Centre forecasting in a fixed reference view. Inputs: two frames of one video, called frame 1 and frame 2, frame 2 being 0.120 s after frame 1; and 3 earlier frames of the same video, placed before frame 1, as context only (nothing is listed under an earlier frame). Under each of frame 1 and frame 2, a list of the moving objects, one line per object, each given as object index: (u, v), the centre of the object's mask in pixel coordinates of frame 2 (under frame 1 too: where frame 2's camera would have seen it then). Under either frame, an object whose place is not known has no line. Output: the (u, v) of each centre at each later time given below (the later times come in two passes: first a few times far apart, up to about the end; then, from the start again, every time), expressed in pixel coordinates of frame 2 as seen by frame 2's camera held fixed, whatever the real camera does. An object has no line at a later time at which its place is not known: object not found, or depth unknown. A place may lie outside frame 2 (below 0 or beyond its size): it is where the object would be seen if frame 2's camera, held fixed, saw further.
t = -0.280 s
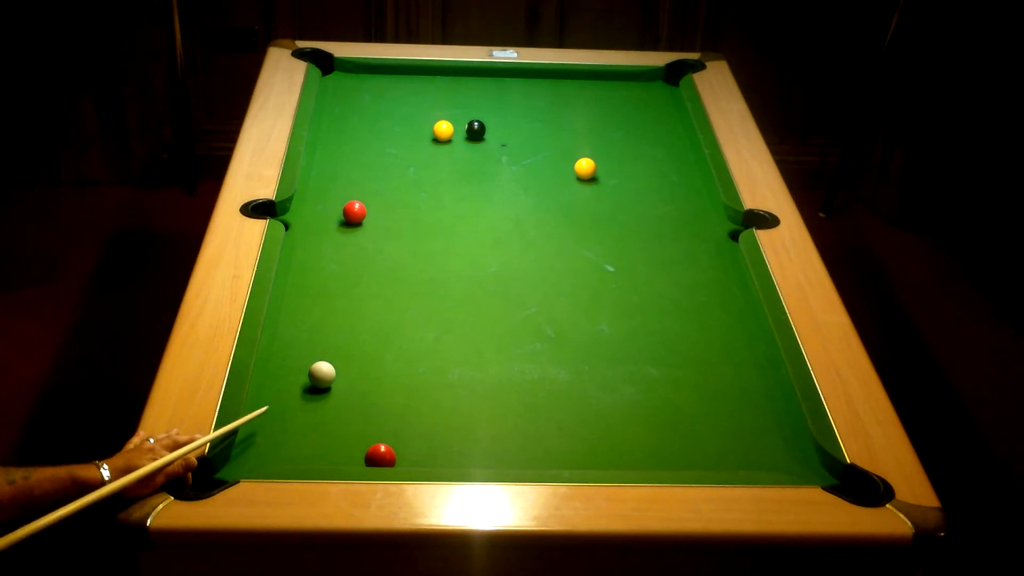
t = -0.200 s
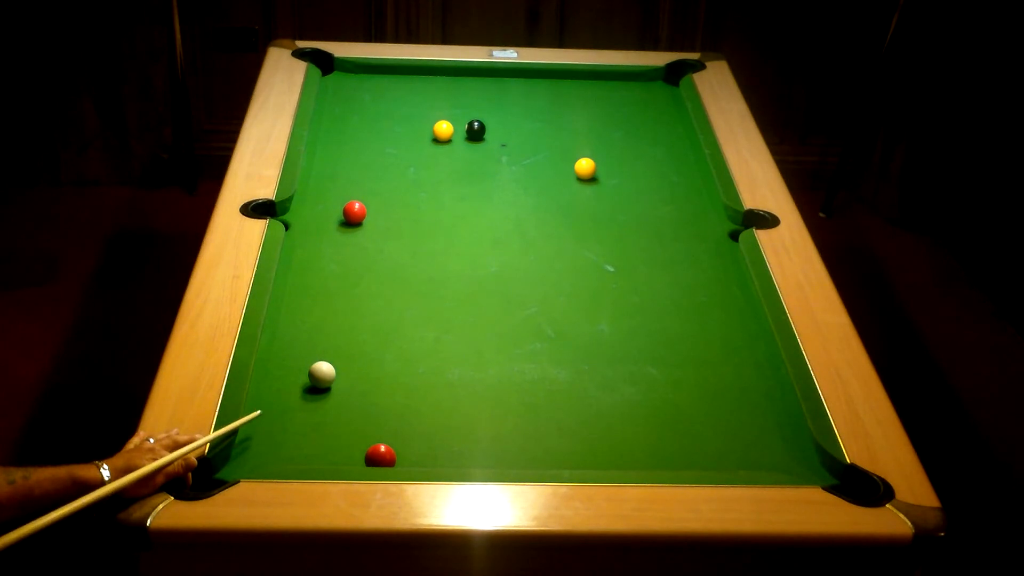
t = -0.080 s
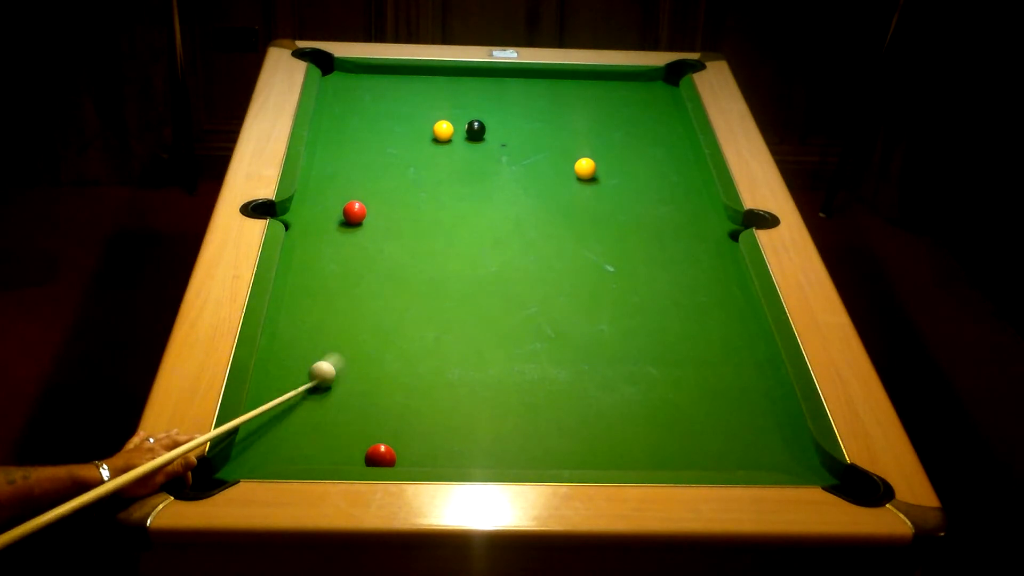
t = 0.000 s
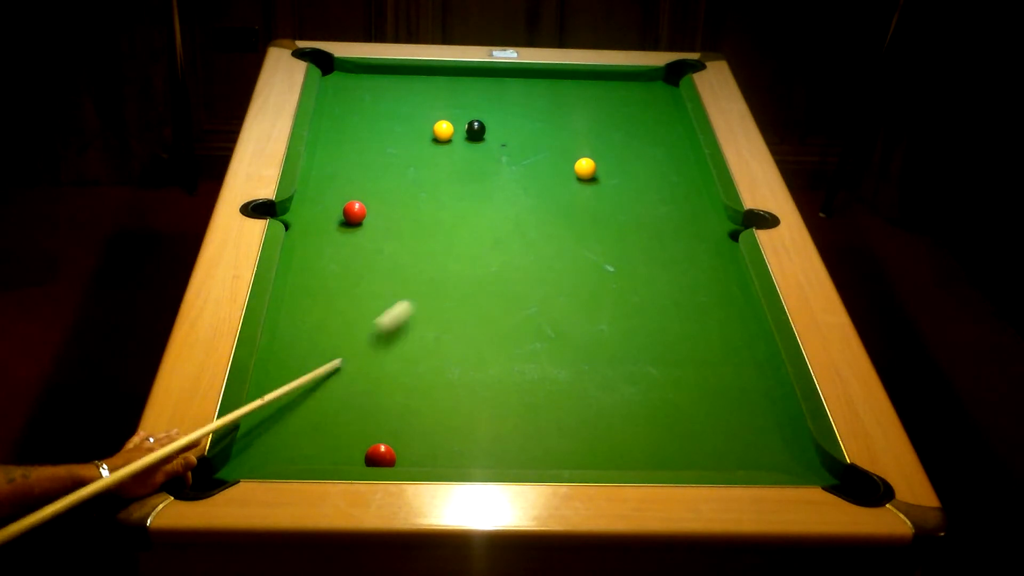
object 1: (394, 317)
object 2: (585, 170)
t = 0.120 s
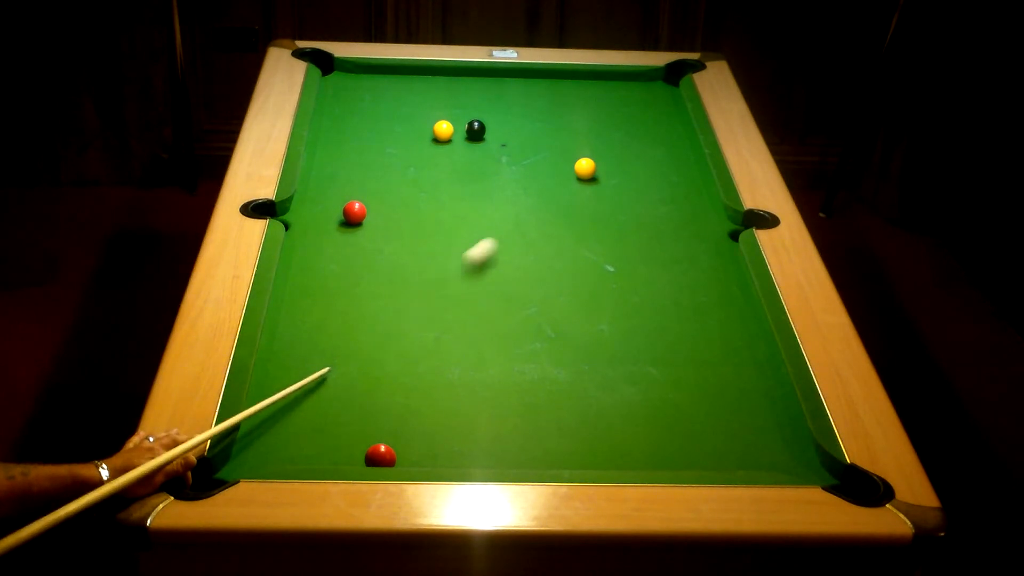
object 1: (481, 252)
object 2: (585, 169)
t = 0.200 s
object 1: (526, 218)
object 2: (585, 169)
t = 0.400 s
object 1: (593, 179)
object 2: (596, 150)
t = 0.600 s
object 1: (623, 180)
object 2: (618, 115)
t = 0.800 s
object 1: (651, 181)
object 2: (635, 87)
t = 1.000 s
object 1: (676, 182)
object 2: (665, 89)
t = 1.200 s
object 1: (699, 183)
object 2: (657, 104)
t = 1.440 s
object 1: (690, 183)
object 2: (637, 122)
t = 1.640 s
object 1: (677, 182)
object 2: (619, 137)
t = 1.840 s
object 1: (666, 182)
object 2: (601, 152)
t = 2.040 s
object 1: (656, 181)
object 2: (583, 167)
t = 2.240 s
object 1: (648, 181)
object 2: (565, 183)
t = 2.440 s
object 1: (641, 181)
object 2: (547, 199)
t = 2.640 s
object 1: (636, 181)
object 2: (529, 215)
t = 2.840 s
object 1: (633, 181)
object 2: (510, 231)
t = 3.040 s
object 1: (631, 181)
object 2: (492, 247)
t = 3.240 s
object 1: (631, 181)
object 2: (473, 263)
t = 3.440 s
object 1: (631, 181)
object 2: (455, 278)
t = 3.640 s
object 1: (631, 181)
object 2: (437, 293)
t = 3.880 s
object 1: (631, 181)
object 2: (415, 311)
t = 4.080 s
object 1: (631, 181)
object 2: (398, 326)
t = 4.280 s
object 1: (631, 181)
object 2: (380, 340)
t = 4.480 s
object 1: (631, 181)
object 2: (364, 353)
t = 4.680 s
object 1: (631, 181)
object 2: (348, 366)
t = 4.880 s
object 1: (631, 181)
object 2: (333, 377)
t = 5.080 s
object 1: (631, 181)
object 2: (320, 388)
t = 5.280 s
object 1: (631, 181)
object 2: (307, 398)
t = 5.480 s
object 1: (631, 181)
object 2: (294, 406)
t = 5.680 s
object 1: (631, 181)
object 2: (283, 414)
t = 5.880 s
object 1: (631, 181)
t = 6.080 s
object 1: (631, 181)
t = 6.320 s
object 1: (631, 181)
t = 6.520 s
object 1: (631, 181)
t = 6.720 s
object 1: (631, 181)
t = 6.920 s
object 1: (631, 181)
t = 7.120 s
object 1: (631, 181)
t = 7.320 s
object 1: (631, 181)
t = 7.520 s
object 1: (631, 181)
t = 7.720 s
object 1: (631, 181)
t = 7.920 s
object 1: (631, 181)
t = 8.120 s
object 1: (631, 181)
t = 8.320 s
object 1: (631, 181)
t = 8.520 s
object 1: (631, 181)
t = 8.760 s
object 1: (631, 181)
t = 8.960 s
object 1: (631, 181)
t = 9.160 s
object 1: (631, 181)
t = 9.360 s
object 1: (631, 181)
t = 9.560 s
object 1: (631, 181)
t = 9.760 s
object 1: (631, 181)
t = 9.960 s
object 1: (631, 181)
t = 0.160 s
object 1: (505, 234)
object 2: (585, 169)
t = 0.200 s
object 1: (526, 218)
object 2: (585, 169)
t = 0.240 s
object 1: (546, 203)
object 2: (585, 170)
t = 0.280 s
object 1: (563, 190)
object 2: (585, 169)
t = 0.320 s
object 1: (578, 179)
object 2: (587, 165)
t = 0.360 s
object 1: (587, 178)
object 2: (591, 158)
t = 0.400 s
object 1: (593, 179)
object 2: (596, 150)
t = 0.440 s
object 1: (599, 179)
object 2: (601, 142)
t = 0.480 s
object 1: (606, 180)
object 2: (606, 135)
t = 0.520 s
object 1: (611, 180)
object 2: (610, 128)
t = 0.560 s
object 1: (617, 180)
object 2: (614, 122)
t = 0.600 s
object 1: (623, 180)
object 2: (618, 115)
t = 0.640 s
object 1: (629, 180)
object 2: (621, 110)
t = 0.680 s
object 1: (634, 181)
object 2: (625, 104)
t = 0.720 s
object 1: (640, 181)
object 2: (628, 98)
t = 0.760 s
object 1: (646, 181)
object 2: (632, 92)
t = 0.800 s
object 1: (651, 181)
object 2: (635, 87)
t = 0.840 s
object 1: (656, 182)
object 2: (638, 81)
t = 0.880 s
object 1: (661, 182)
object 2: (642, 78)
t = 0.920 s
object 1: (666, 182)
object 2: (650, 81)
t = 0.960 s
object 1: (671, 182)
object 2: (657, 85)
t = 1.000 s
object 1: (676, 182)
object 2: (665, 89)
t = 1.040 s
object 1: (681, 183)
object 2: (670, 92)
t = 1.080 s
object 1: (686, 183)
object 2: (667, 95)
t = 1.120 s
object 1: (690, 183)
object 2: (664, 98)
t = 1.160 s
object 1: (695, 183)
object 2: (660, 101)
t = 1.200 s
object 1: (699, 183)
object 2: (657, 104)
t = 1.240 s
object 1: (704, 183)
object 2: (653, 107)
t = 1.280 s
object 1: (702, 183)
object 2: (650, 110)
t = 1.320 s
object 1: (699, 183)
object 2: (647, 113)
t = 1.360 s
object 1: (696, 183)
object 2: (644, 116)
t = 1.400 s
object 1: (693, 183)
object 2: (640, 119)
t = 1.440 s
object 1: (690, 183)
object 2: (637, 122)
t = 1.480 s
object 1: (688, 183)
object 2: (633, 125)
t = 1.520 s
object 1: (685, 183)
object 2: (630, 128)
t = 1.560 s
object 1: (682, 183)
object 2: (626, 131)
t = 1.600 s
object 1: (680, 182)
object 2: (623, 134)
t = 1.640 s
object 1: (677, 182)
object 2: (619, 137)
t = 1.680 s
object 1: (675, 182)
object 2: (616, 140)
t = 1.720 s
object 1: (672, 182)
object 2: (612, 143)
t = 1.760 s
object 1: (670, 182)
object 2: (609, 146)
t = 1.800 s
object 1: (668, 182)
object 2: (605, 149)
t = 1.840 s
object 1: (666, 182)
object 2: (601, 152)
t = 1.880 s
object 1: (664, 182)
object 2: (598, 155)
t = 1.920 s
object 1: (662, 182)
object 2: (594, 158)
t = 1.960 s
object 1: (659, 182)
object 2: (591, 161)
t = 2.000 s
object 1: (658, 181)
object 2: (587, 164)
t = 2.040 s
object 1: (656, 181)
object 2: (583, 167)
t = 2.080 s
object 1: (654, 181)
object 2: (580, 170)
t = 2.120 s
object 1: (652, 181)
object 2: (576, 174)
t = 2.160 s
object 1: (651, 181)
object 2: (573, 177)
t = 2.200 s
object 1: (649, 181)
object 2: (569, 180)
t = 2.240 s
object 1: (648, 181)
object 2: (565, 183)
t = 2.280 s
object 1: (646, 181)
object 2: (561, 186)
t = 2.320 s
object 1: (645, 181)
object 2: (558, 189)
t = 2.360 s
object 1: (643, 181)
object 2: (554, 193)
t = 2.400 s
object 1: (642, 181)
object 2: (551, 196)
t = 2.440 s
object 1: (641, 181)
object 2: (547, 199)
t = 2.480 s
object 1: (640, 181)
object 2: (543, 202)
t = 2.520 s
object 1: (639, 181)
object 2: (540, 205)
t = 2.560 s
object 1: (638, 181)
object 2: (536, 208)
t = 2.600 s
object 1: (637, 181)
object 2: (532, 212)
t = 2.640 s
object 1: (636, 181)
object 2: (529, 215)
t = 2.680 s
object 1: (636, 181)
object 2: (525, 218)
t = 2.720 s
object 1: (635, 181)
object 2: (521, 221)
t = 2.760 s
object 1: (634, 181)
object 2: (518, 224)
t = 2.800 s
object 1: (633, 181)
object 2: (514, 228)
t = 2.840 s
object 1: (633, 181)
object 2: (510, 231)
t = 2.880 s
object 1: (632, 181)
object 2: (506, 234)
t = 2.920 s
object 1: (632, 181)
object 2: (503, 237)
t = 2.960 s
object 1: (632, 181)
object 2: (499, 240)
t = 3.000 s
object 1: (632, 181)
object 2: (496, 244)
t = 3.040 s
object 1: (631, 181)
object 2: (492, 247)
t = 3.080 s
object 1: (631, 181)
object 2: (488, 250)
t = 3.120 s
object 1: (631, 181)
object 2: (484, 253)
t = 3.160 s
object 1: (631, 181)
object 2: (481, 256)
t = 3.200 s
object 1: (631, 181)
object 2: (477, 259)
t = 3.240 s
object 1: (631, 181)
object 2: (473, 263)
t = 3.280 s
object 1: (631, 181)
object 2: (470, 266)
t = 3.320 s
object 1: (631, 181)
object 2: (466, 269)
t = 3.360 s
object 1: (631, 181)
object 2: (462, 272)
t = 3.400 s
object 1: (631, 181)
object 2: (459, 275)
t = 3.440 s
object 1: (631, 181)
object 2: (455, 278)
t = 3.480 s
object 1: (631, 181)
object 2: (451, 281)
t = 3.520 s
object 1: (631, 181)
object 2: (447, 284)
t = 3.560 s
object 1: (631, 181)
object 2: (444, 287)
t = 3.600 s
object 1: (631, 181)
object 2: (440, 290)
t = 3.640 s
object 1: (631, 181)
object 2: (437, 293)
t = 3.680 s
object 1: (631, 181)
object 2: (433, 296)
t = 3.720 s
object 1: (631, 181)
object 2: (429, 299)
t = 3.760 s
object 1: (631, 181)
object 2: (426, 302)
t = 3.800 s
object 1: (631, 181)
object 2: (422, 305)
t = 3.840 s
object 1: (631, 181)
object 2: (419, 308)
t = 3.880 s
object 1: (631, 181)
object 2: (415, 311)
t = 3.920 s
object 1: (631, 181)
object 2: (412, 314)
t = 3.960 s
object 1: (631, 181)
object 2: (408, 317)
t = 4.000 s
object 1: (631, 181)
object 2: (405, 320)
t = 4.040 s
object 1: (631, 181)
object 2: (401, 323)
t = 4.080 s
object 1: (631, 181)
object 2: (398, 326)
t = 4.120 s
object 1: (631, 181)
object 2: (394, 329)
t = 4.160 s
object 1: (631, 181)
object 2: (390, 331)
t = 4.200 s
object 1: (631, 181)
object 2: (387, 335)
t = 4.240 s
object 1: (631, 181)
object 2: (384, 337)
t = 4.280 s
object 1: (631, 181)
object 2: (380, 340)
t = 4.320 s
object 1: (631, 181)
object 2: (377, 343)
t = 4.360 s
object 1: (631, 181)
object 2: (373, 345)
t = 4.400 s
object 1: (631, 181)
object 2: (370, 348)
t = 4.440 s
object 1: (631, 181)
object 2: (367, 350)
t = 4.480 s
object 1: (631, 181)
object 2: (364, 353)
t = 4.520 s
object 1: (631, 181)
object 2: (360, 355)
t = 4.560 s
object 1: (631, 181)
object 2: (357, 358)
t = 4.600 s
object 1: (631, 181)
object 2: (354, 361)
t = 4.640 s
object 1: (631, 181)
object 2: (351, 363)
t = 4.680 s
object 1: (631, 181)
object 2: (348, 366)
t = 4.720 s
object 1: (631, 181)
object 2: (345, 368)
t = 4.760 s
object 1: (631, 181)
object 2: (342, 370)
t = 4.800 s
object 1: (631, 181)
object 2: (339, 373)
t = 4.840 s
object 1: (631, 181)
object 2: (336, 375)
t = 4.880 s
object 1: (631, 181)
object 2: (333, 377)
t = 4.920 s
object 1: (631, 181)
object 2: (331, 379)
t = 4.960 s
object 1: (631, 181)
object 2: (328, 382)
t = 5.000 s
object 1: (631, 181)
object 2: (325, 384)
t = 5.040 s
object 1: (631, 181)
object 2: (322, 386)
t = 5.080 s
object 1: (631, 181)
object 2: (320, 388)
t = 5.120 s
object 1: (631, 181)
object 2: (317, 390)
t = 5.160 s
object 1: (631, 181)
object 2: (314, 392)
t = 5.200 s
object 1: (631, 181)
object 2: (312, 394)
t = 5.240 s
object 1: (631, 181)
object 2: (309, 396)
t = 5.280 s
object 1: (631, 181)
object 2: (307, 398)
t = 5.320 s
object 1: (631, 181)
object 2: (304, 400)
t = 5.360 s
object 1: (631, 181)
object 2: (302, 401)
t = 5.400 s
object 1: (631, 181)
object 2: (299, 403)
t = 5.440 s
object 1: (631, 181)
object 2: (297, 405)
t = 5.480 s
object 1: (631, 181)
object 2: (294, 406)
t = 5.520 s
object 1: (631, 181)
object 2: (292, 408)
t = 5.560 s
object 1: (631, 181)
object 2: (290, 409)
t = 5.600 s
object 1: (631, 181)
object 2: (288, 411)
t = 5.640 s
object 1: (631, 181)
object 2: (285, 412)
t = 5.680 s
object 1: (631, 181)
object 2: (283, 414)
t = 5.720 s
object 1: (631, 181)
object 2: (281, 415)
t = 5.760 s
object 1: (631, 181)
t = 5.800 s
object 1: (631, 181)
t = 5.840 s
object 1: (631, 181)
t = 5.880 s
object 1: (631, 181)
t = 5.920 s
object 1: (631, 181)
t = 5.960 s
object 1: (631, 181)
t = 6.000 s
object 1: (631, 181)
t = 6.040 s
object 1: (631, 181)
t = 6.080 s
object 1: (631, 181)
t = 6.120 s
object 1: (631, 181)
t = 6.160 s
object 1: (631, 181)
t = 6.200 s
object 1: (631, 181)
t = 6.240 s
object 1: (631, 181)
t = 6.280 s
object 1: (631, 181)
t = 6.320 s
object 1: (631, 181)
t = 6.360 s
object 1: (631, 181)
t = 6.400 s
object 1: (631, 181)
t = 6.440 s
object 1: (631, 181)
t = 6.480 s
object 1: (631, 181)
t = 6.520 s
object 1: (631, 181)
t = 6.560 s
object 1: (631, 181)
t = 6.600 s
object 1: (631, 181)
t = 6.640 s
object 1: (631, 181)
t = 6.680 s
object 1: (631, 181)
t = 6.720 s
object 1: (631, 181)
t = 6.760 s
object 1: (631, 181)
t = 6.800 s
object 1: (631, 181)
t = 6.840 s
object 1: (631, 181)
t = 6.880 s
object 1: (631, 181)
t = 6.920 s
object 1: (631, 181)
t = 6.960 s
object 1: (631, 181)
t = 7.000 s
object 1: (631, 181)
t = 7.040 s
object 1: (631, 181)
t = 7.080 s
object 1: (631, 181)
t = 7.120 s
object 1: (631, 181)
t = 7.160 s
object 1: (631, 181)
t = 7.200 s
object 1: (631, 181)
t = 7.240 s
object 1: (631, 181)
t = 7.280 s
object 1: (631, 181)
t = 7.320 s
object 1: (631, 181)
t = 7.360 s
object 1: (631, 181)
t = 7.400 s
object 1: (631, 181)
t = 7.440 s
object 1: (631, 181)
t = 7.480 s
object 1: (631, 181)
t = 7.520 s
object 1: (631, 181)
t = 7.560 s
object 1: (631, 181)
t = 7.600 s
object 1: (631, 181)
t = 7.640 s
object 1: (631, 181)
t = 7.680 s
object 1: (631, 181)
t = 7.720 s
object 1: (631, 181)
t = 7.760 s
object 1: (631, 181)
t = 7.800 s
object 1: (631, 181)
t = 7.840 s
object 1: (631, 181)
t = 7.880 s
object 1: (631, 181)
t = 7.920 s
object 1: (631, 181)
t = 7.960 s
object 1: (631, 181)
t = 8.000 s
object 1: (631, 181)
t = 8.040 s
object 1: (631, 181)
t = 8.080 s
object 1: (631, 181)
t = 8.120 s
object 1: (631, 181)
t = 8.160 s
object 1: (631, 181)
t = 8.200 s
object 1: (631, 181)
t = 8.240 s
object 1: (631, 181)
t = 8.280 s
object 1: (631, 181)
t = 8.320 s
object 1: (631, 181)
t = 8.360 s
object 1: (631, 181)
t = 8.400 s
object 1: (631, 181)
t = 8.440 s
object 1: (631, 181)
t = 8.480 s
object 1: (631, 181)
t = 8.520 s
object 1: (631, 181)
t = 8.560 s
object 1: (631, 181)
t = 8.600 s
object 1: (631, 181)
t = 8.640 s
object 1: (631, 181)
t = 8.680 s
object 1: (631, 181)
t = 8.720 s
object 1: (631, 181)
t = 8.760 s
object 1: (631, 181)
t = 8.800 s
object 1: (631, 181)
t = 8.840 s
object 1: (631, 181)
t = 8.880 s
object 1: (631, 181)
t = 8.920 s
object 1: (631, 181)
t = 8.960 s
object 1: (631, 181)
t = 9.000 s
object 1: (631, 181)
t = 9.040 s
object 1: (631, 181)
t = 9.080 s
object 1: (631, 181)
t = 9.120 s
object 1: (631, 181)
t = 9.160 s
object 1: (631, 181)
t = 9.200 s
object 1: (631, 181)
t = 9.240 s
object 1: (631, 181)
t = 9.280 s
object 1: (631, 181)
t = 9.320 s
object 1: (631, 181)
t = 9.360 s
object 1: (631, 181)
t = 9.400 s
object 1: (631, 181)
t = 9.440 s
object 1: (631, 181)
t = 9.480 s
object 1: (631, 181)
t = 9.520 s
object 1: (631, 181)
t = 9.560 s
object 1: (631, 181)
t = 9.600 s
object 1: (631, 181)
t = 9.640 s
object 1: (631, 181)
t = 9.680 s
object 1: (631, 181)
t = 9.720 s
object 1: (631, 181)
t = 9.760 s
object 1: (631, 181)
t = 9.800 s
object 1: (631, 181)
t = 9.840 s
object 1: (631, 181)
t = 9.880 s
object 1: (631, 181)
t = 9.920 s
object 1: (631, 181)
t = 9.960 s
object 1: (631, 181)
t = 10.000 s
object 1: (631, 181)
